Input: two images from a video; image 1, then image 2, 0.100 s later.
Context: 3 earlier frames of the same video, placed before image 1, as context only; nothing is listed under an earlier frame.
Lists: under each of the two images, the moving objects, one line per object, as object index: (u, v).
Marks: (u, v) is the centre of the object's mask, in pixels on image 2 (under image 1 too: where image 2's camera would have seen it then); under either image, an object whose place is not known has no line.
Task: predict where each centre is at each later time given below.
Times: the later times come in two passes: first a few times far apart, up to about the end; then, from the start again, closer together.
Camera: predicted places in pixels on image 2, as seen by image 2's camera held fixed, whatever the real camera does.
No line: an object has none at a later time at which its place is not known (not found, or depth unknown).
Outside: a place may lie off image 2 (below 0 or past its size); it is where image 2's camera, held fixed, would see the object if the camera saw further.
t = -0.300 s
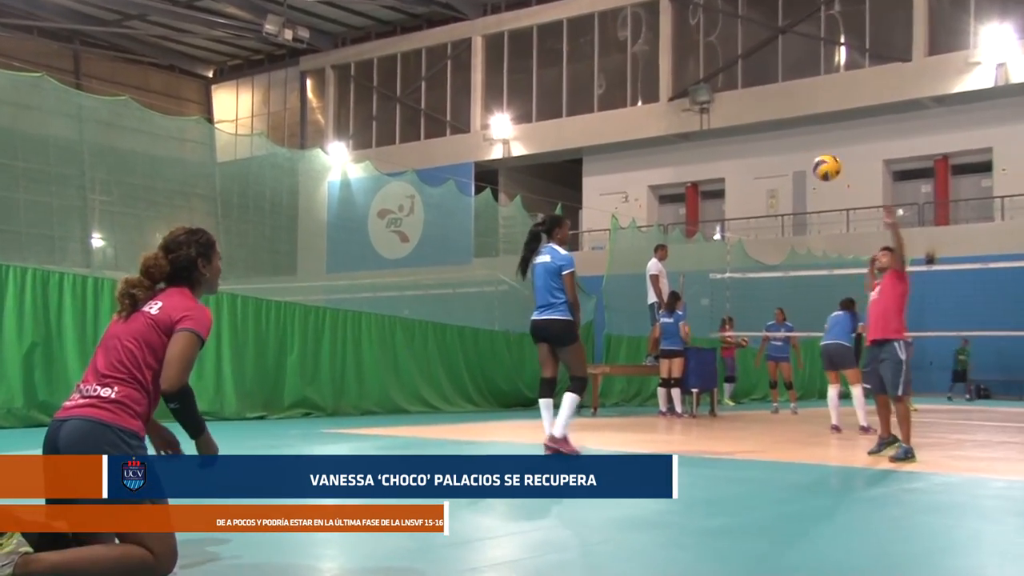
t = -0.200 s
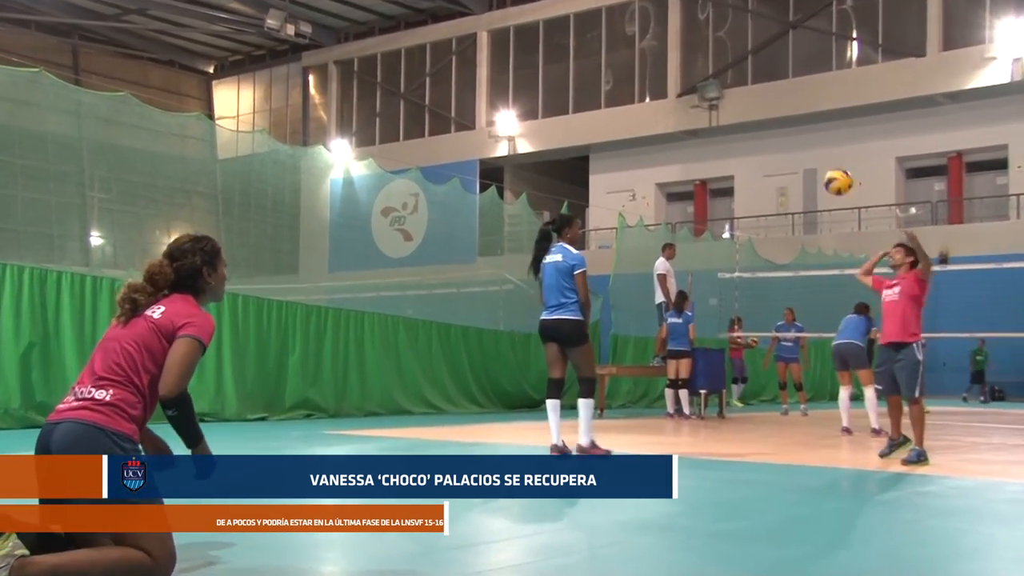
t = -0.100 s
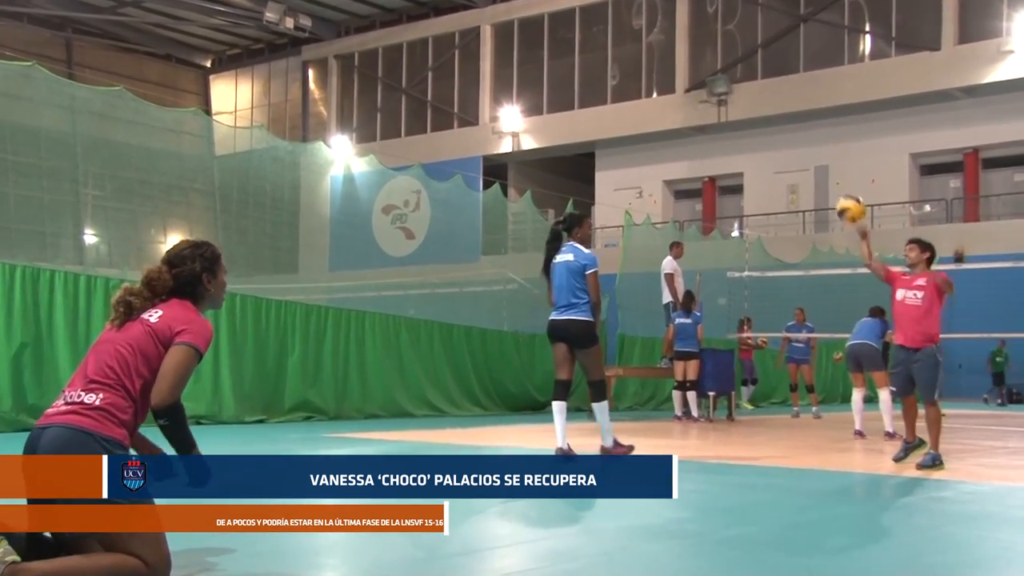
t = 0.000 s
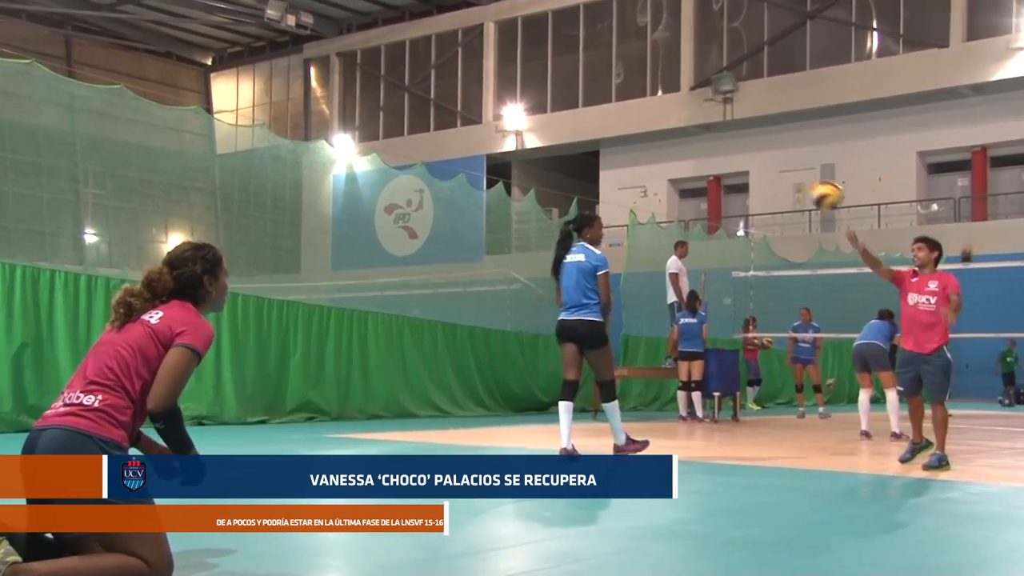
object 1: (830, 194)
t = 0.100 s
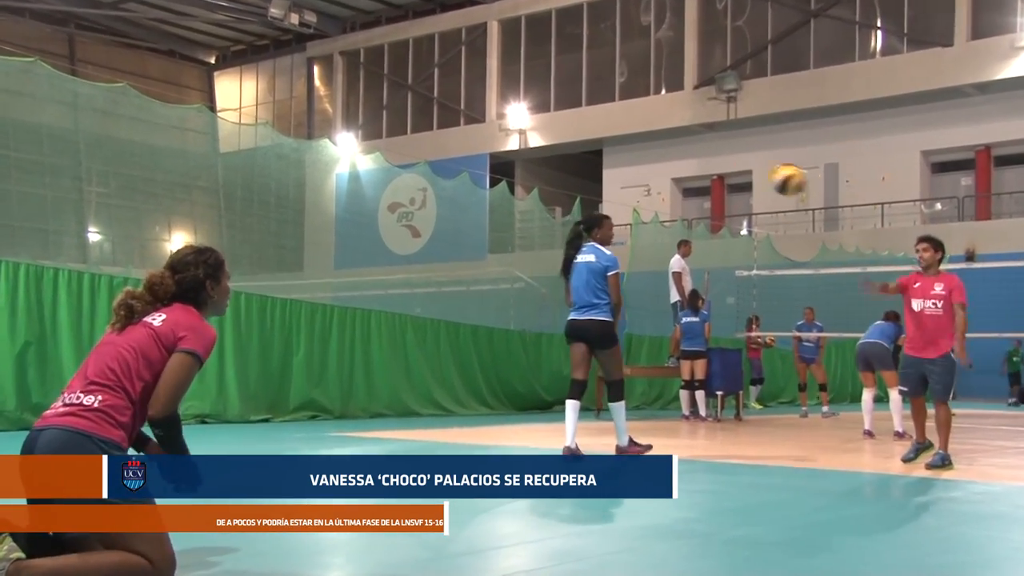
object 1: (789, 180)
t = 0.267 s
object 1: (697, 179)
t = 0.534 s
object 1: (480, 309)
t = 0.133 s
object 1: (772, 176)
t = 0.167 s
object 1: (755, 174)
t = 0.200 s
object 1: (737, 174)
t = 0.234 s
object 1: (717, 176)
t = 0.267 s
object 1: (697, 179)
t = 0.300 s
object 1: (676, 184)
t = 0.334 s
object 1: (656, 192)
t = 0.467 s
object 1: (547, 254)
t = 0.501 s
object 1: (515, 279)
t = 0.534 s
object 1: (480, 309)
